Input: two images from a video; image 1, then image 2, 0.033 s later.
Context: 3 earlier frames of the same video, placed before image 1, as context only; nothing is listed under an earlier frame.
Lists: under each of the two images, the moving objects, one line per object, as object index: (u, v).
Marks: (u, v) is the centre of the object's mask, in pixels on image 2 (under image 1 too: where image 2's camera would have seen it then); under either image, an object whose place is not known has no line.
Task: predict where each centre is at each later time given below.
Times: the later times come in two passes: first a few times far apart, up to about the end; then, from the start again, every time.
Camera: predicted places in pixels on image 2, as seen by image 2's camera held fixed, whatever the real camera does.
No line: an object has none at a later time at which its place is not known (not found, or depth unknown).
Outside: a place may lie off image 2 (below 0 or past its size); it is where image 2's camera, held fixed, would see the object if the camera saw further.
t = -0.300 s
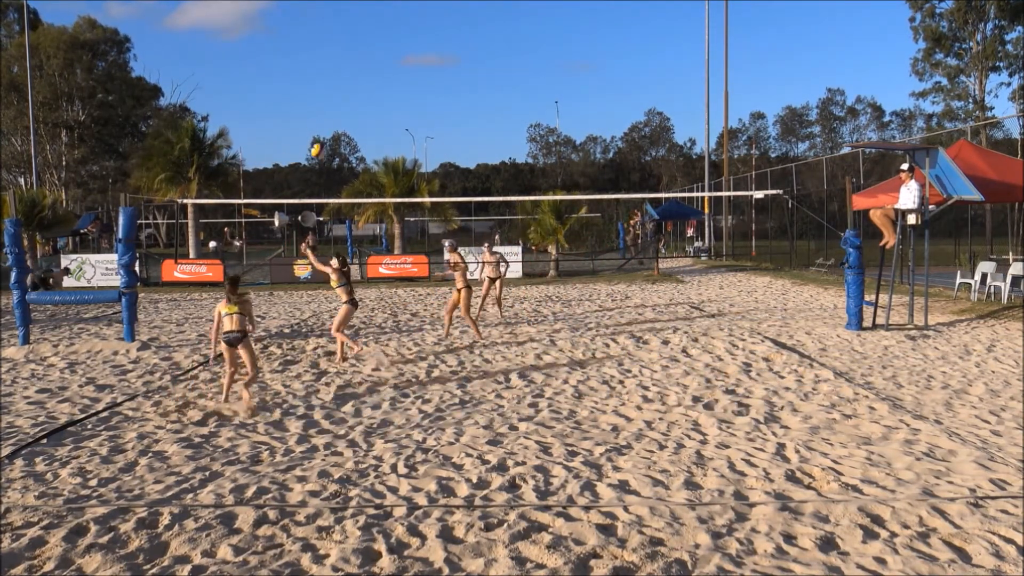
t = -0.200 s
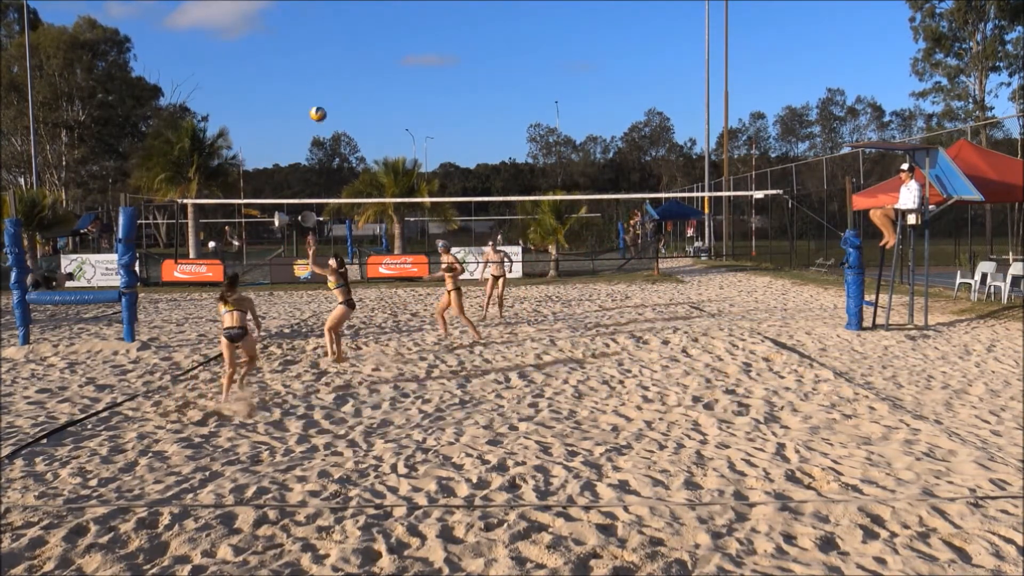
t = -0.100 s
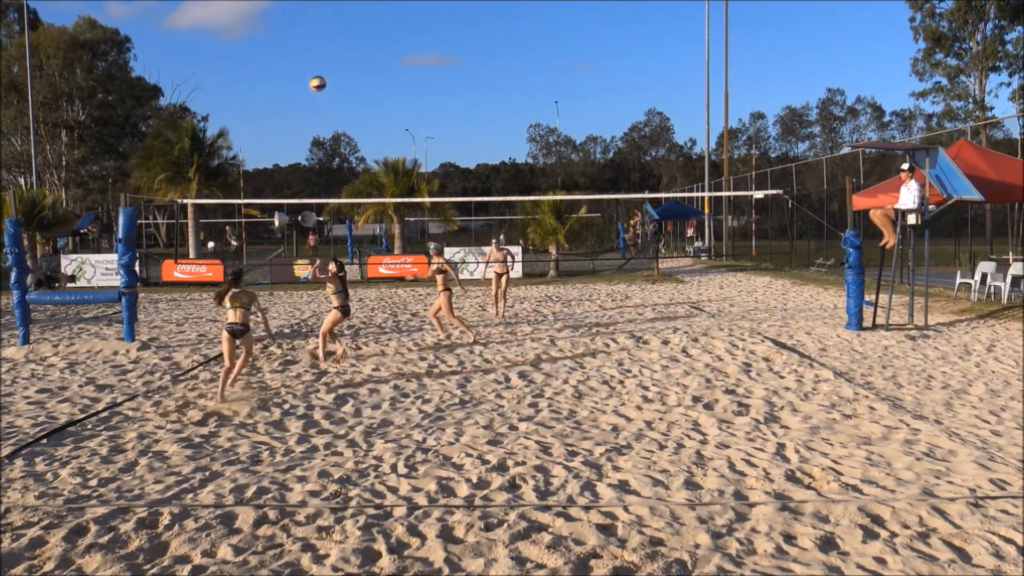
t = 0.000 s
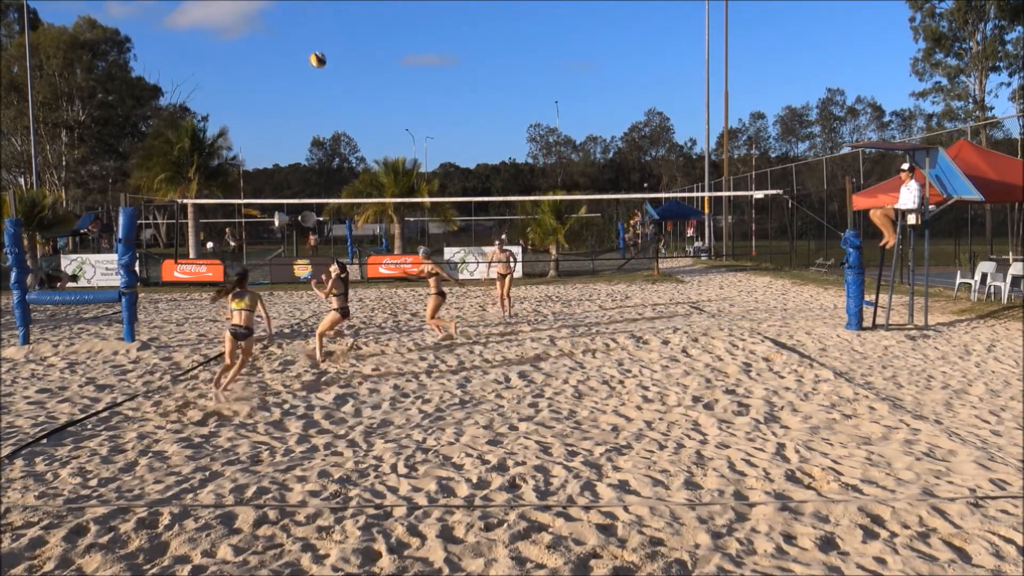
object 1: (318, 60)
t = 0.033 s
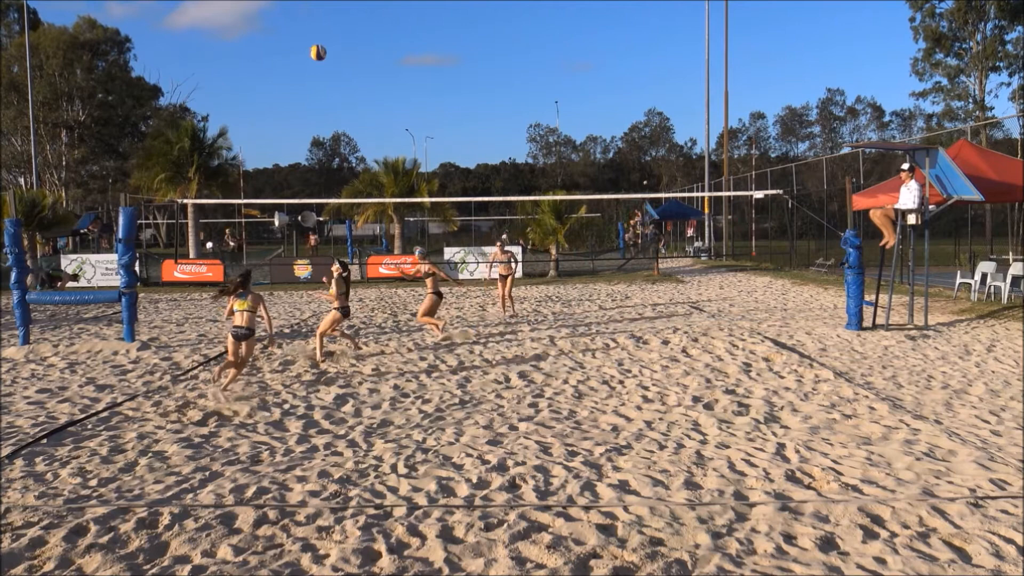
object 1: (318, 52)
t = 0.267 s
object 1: (319, 32)
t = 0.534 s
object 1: (323, 56)
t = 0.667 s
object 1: (326, 85)
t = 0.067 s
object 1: (318, 49)
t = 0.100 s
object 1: (318, 43)
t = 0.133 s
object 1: (319, 39)
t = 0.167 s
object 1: (319, 37)
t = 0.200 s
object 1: (319, 34)
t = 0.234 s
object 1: (319, 33)
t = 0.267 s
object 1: (319, 32)
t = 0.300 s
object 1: (319, 32)
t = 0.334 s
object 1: (320, 33)
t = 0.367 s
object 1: (320, 34)
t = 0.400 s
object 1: (321, 37)
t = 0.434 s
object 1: (322, 41)
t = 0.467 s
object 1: (322, 43)
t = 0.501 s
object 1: (323, 49)
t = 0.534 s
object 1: (323, 56)
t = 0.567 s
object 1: (324, 60)
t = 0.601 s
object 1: (325, 69)
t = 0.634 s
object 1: (325, 80)
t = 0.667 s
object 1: (326, 85)
